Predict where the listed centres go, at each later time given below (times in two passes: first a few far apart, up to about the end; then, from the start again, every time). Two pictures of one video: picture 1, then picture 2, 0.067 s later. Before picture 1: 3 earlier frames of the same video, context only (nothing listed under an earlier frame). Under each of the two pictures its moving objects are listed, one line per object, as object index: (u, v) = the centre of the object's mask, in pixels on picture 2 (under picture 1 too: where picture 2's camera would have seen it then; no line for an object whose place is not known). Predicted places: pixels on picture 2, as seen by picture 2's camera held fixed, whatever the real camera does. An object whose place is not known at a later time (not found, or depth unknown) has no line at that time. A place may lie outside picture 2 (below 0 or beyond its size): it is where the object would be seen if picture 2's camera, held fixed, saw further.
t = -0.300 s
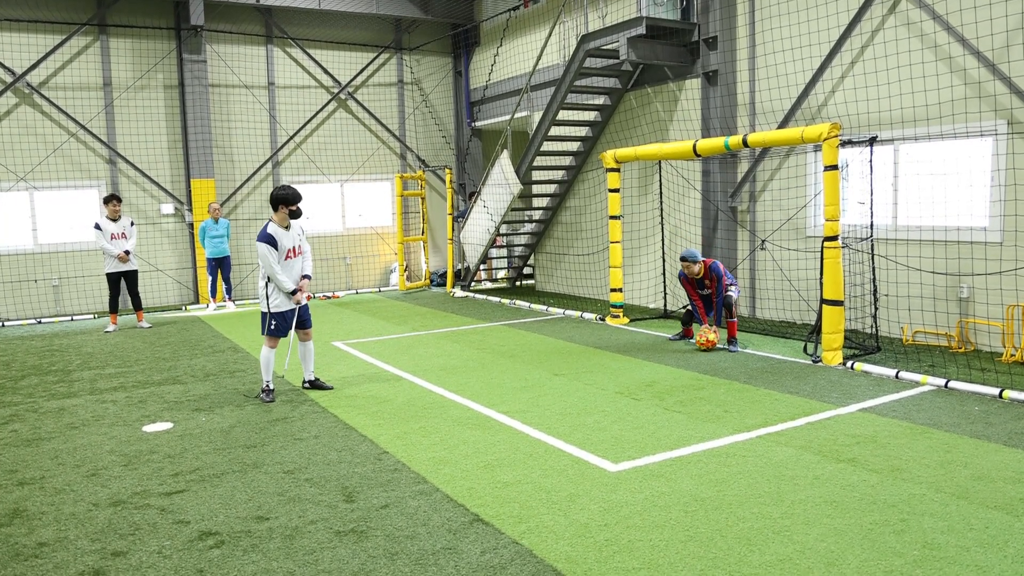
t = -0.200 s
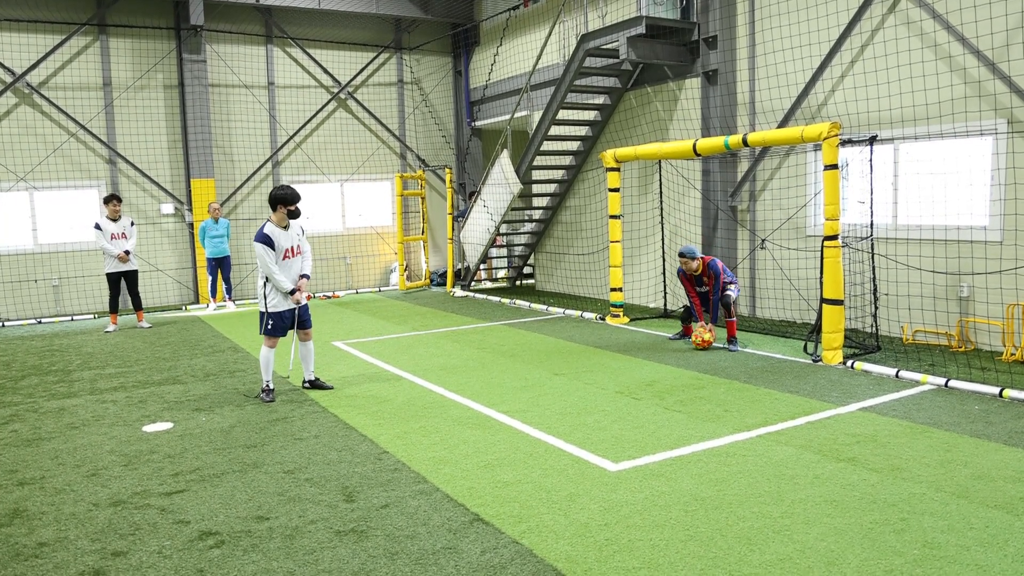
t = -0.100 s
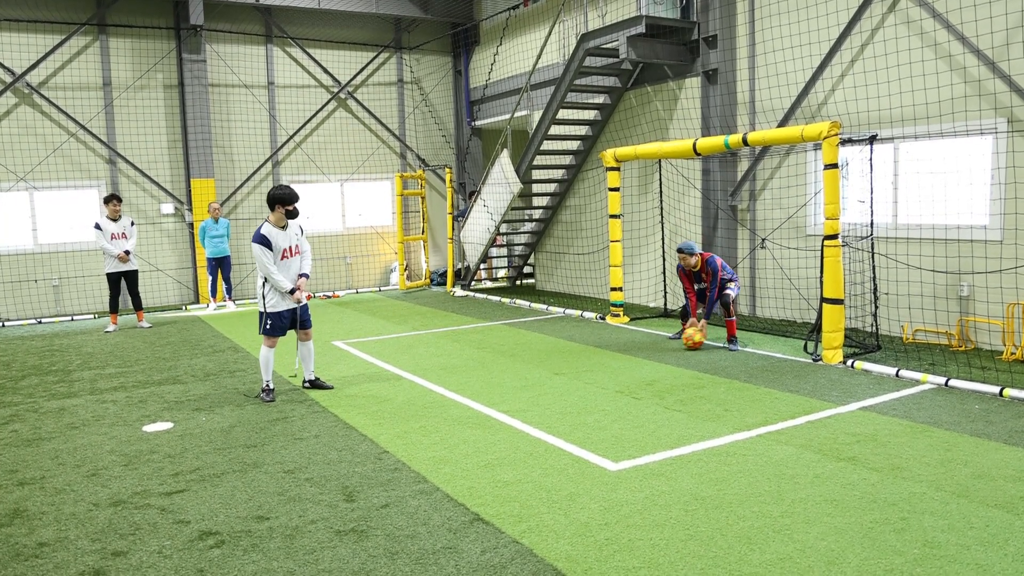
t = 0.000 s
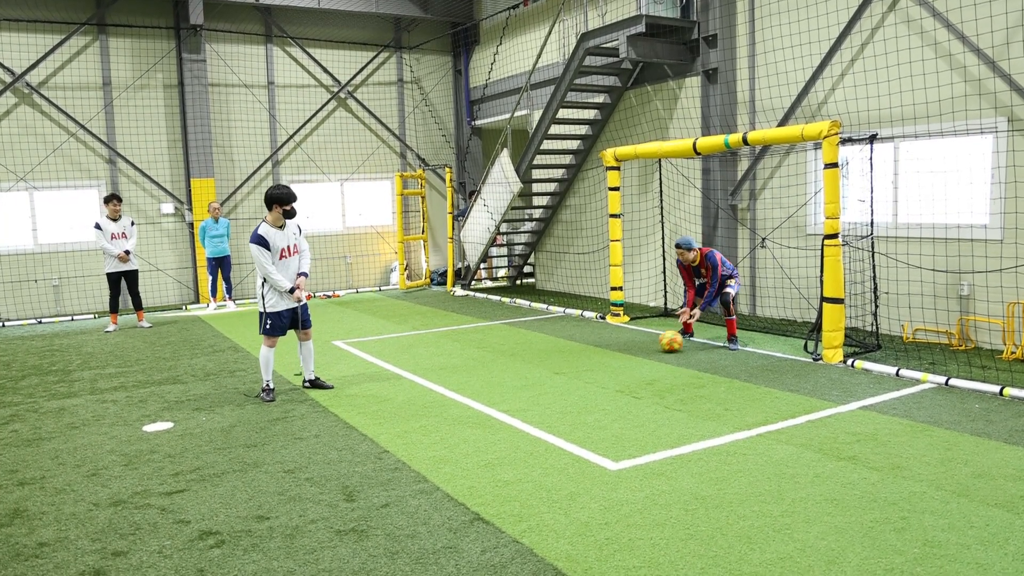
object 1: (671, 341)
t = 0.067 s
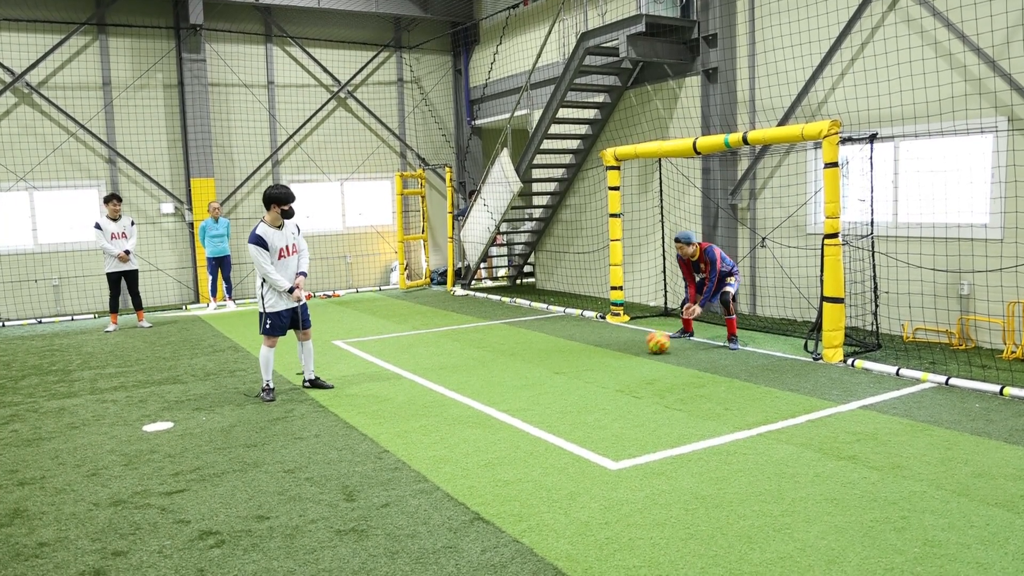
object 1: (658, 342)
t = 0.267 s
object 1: (620, 348)
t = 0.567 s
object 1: (562, 356)
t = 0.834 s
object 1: (508, 363)
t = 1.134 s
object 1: (448, 372)
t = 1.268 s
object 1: (421, 375)
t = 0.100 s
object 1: (652, 344)
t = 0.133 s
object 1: (645, 344)
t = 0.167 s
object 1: (639, 345)
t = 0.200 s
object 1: (632, 346)
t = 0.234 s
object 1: (626, 347)
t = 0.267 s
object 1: (620, 348)
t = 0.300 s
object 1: (613, 349)
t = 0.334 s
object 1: (607, 350)
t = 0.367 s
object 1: (600, 351)
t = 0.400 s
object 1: (594, 352)
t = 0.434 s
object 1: (588, 352)
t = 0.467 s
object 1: (581, 353)
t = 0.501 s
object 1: (574, 354)
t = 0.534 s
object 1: (568, 355)
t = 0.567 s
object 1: (562, 356)
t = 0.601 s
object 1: (555, 357)
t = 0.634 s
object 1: (548, 358)
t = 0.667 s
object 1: (541, 359)
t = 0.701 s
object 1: (535, 360)
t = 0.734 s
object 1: (528, 361)
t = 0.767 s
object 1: (522, 362)
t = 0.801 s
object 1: (515, 362)
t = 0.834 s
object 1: (508, 363)
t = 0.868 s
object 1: (501, 364)
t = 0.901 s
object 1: (495, 365)
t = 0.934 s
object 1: (488, 366)
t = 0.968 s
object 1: (481, 367)
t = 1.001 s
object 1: (475, 368)
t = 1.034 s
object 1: (468, 369)
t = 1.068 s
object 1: (461, 370)
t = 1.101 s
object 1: (455, 371)
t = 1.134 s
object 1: (448, 372)
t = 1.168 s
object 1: (441, 372)
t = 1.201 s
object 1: (434, 373)
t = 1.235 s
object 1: (428, 374)
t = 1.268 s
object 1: (421, 375)
